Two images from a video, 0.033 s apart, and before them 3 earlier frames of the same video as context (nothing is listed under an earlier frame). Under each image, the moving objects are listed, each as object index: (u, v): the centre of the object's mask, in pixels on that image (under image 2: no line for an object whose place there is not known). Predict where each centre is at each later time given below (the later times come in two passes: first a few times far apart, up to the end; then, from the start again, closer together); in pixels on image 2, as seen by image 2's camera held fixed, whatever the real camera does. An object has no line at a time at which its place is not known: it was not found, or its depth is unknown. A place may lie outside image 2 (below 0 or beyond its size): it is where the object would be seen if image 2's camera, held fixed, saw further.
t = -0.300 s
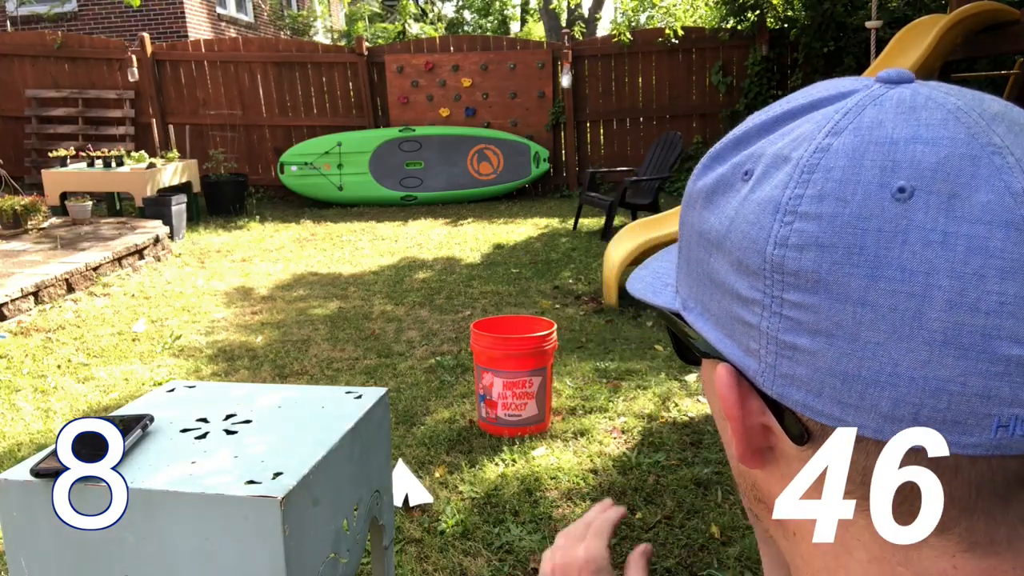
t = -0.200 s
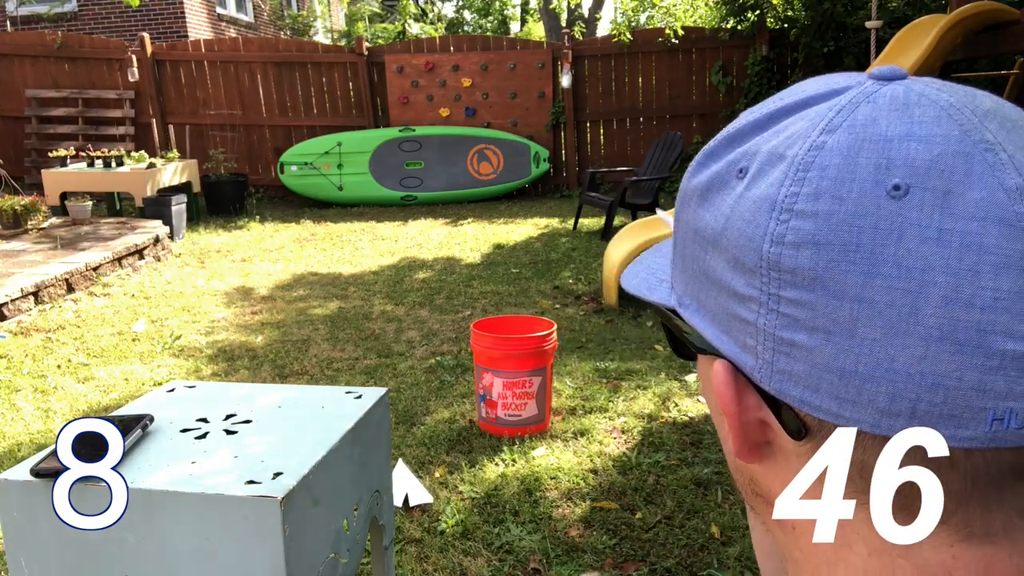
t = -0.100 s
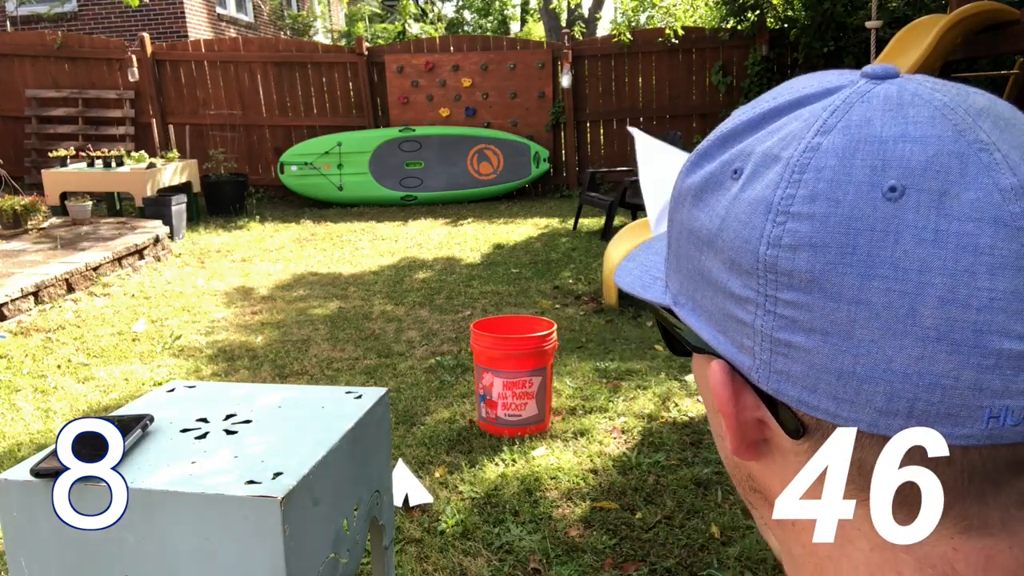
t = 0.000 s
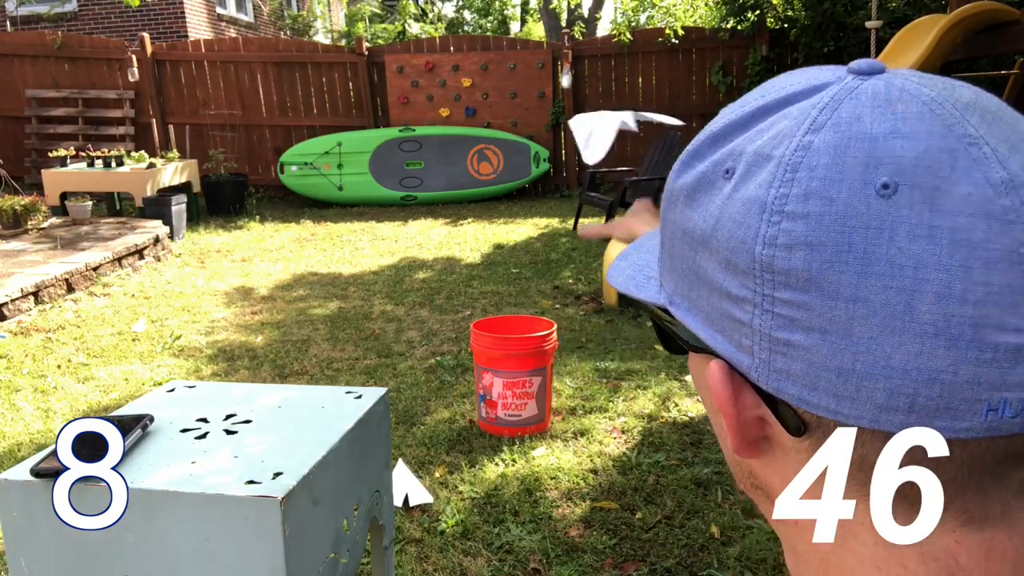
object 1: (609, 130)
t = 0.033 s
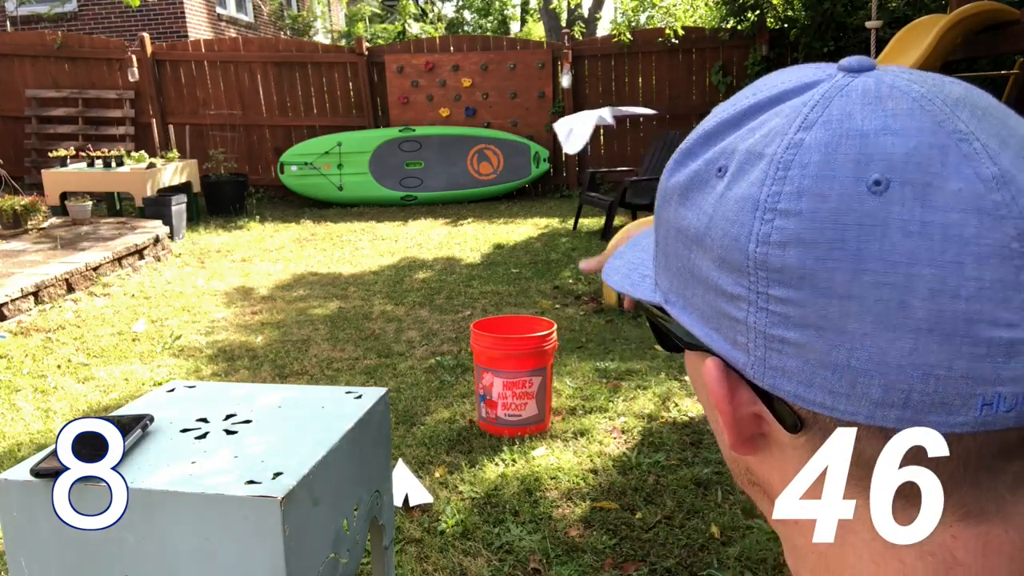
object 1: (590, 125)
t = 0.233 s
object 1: (507, 164)
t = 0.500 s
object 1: (445, 326)
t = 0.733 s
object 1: (454, 380)
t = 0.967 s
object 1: (457, 394)
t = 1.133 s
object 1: (459, 394)
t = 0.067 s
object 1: (576, 122)
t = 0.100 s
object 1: (562, 124)
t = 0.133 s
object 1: (546, 130)
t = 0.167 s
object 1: (533, 139)
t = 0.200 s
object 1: (519, 151)
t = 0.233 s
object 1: (507, 164)
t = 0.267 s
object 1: (495, 180)
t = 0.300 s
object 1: (485, 196)
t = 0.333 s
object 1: (475, 216)
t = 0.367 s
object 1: (467, 236)
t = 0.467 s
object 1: (450, 303)
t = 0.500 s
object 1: (445, 326)
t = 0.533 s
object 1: (441, 351)
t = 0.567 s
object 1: (440, 366)
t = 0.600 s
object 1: (443, 365)
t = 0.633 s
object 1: (445, 367)
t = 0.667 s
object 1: (447, 369)
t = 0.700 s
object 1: (451, 374)
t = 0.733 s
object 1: (454, 380)
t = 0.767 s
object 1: (456, 387)
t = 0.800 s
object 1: (457, 394)
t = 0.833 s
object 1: (456, 397)
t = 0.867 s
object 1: (457, 397)
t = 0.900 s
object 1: (457, 397)
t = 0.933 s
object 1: (457, 395)
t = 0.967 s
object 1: (457, 394)
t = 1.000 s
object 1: (457, 393)
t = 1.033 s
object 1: (458, 394)
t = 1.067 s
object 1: (458, 395)
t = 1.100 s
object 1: (459, 394)
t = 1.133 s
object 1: (459, 394)
